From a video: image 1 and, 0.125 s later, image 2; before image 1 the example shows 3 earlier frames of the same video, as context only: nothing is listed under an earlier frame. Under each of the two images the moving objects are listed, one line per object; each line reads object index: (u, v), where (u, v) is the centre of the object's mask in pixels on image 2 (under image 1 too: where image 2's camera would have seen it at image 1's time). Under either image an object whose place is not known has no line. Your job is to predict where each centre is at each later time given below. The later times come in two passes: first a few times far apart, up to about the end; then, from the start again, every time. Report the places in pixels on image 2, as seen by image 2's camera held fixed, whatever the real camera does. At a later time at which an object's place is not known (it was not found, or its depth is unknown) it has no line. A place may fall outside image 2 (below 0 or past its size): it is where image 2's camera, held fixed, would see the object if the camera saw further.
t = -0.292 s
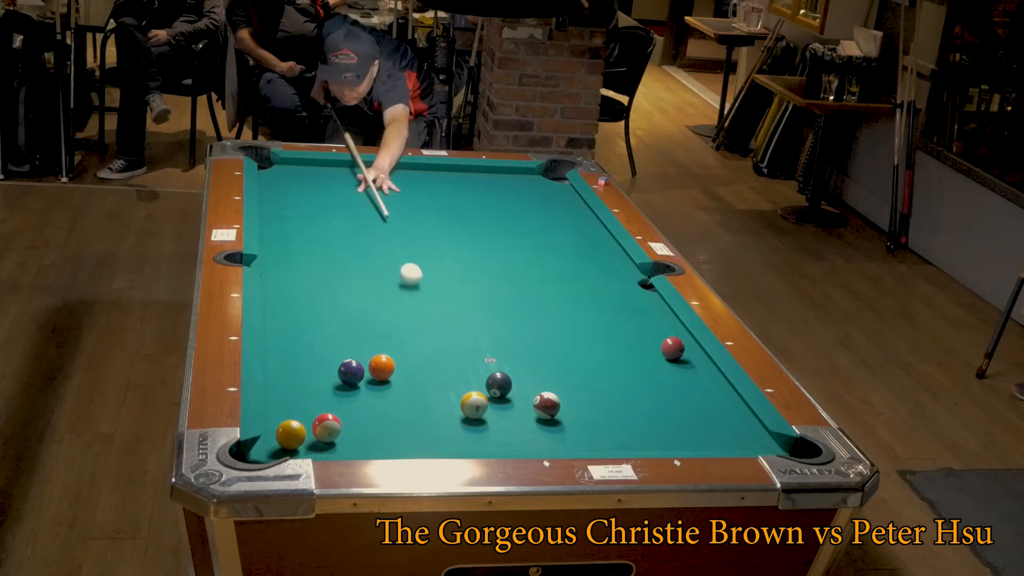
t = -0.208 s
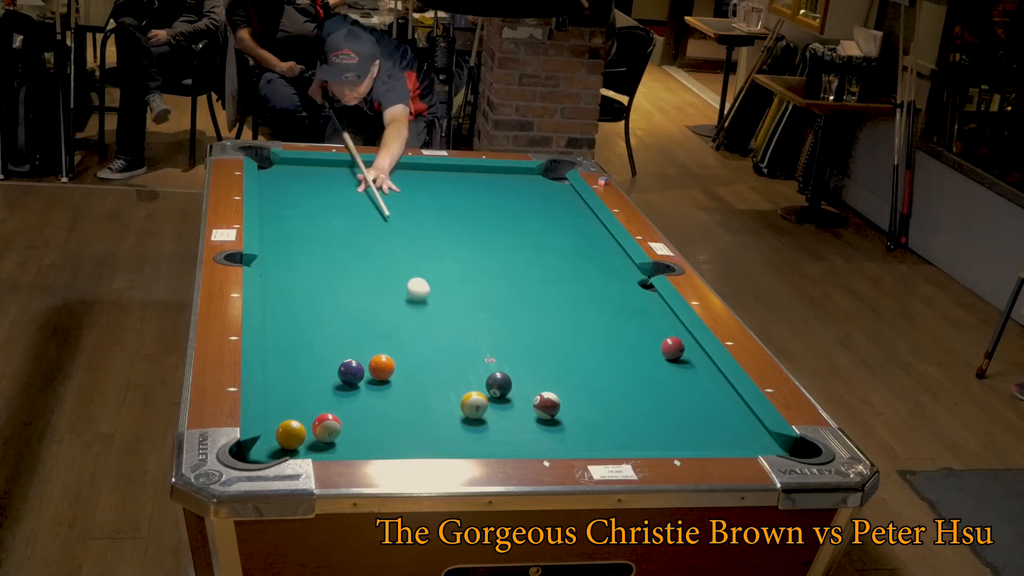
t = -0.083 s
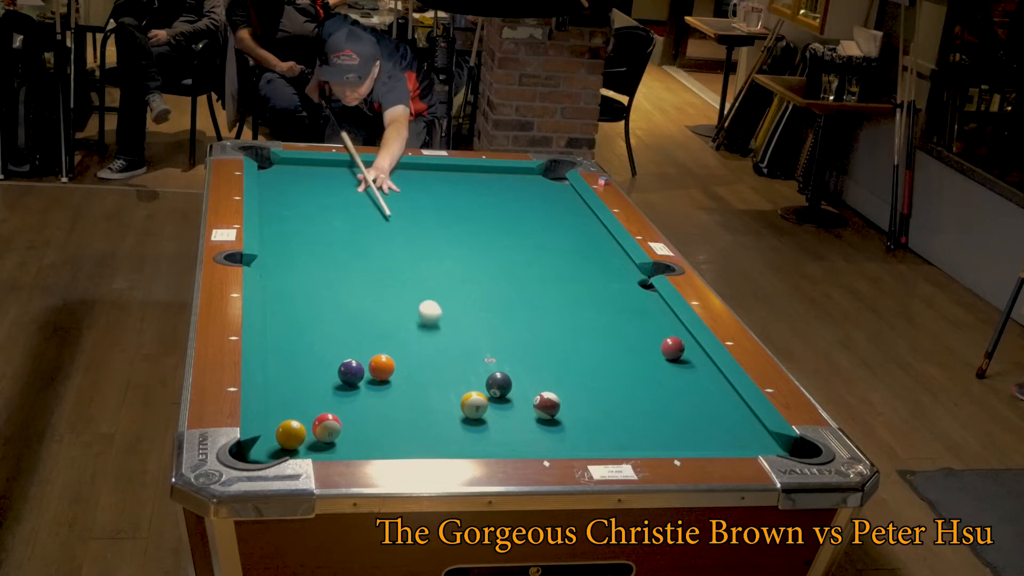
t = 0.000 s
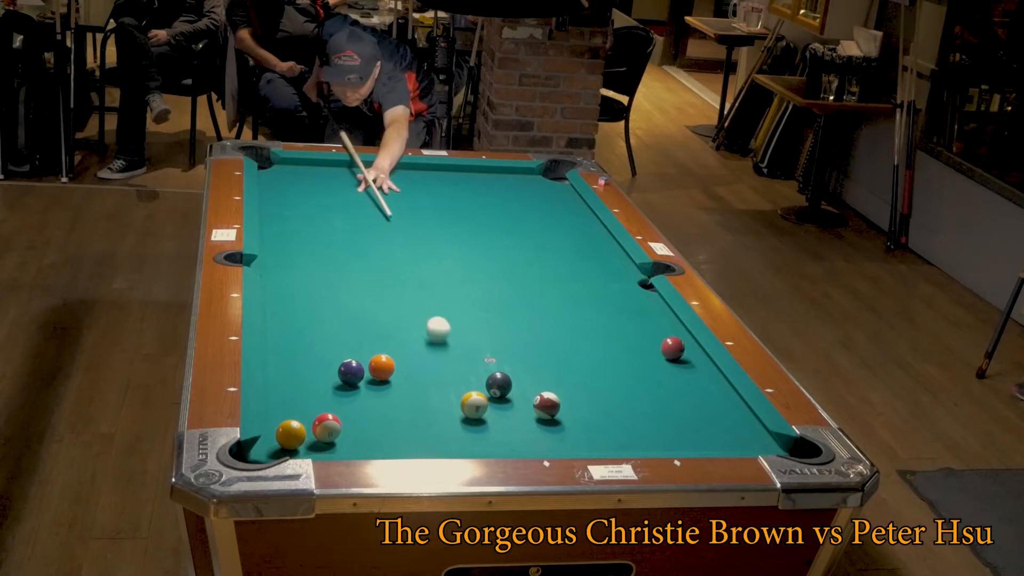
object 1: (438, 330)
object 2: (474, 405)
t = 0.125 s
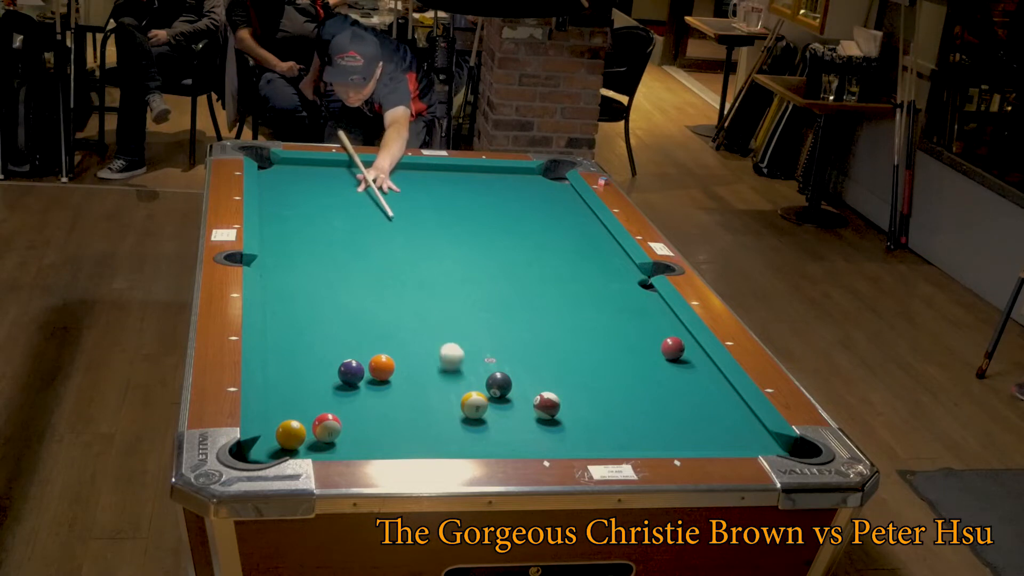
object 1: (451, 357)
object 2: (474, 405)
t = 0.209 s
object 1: (461, 377)
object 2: (473, 405)
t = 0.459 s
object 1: (479, 401)
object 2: (487, 441)
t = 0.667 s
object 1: (492, 412)
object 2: (481, 435)
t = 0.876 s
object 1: (513, 422)
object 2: (462, 423)
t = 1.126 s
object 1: (542, 427)
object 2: (436, 413)
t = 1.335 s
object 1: (565, 430)
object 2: (416, 405)
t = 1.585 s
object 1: (589, 434)
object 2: (393, 398)
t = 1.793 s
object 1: (608, 438)
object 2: (377, 391)
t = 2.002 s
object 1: (625, 439)
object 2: (361, 386)
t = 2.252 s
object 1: (642, 441)
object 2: (348, 383)
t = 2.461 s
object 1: (655, 442)
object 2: (339, 383)
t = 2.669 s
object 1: (666, 443)
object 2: (332, 382)
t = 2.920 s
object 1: (676, 444)
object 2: (327, 381)
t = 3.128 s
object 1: (682, 444)
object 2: (324, 380)
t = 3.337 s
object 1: (685, 444)
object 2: (324, 380)
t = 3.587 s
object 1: (684, 444)
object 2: (324, 380)
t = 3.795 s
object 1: (683, 444)
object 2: (324, 380)
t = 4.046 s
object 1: (683, 444)
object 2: (324, 380)
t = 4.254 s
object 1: (683, 444)
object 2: (324, 380)
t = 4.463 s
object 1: (683, 444)
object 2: (324, 380)
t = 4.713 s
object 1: (683, 444)
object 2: (324, 380)
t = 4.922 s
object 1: (683, 444)
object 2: (324, 380)
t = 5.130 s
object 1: (683, 444)
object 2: (324, 380)
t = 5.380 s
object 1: (683, 444)
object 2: (324, 380)
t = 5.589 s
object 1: (683, 444)
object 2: (324, 380)
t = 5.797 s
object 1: (683, 444)
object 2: (324, 380)
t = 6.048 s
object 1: (683, 444)
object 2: (324, 380)
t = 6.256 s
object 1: (683, 444)
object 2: (324, 380)
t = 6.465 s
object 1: (683, 444)
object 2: (324, 380)
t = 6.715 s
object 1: (683, 444)
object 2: (324, 380)
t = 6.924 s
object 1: (683, 444)
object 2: (324, 380)
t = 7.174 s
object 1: (683, 444)
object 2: (324, 380)
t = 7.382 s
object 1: (683, 444)
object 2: (324, 380)
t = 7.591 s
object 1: (683, 444)
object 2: (324, 380)
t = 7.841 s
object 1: (683, 444)
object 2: (324, 380)
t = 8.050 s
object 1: (683, 444)
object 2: (324, 380)
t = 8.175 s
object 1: (683, 444)
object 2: (324, 380)
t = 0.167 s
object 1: (456, 367)
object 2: (472, 405)
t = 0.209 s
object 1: (461, 377)
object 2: (473, 405)
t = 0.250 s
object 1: (465, 383)
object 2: (473, 405)
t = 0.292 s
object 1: (469, 389)
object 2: (474, 409)
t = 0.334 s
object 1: (471, 393)
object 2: (478, 419)
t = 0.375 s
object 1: (474, 396)
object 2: (481, 427)
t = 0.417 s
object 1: (477, 399)
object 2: (484, 436)
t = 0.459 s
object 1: (479, 401)
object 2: (487, 441)
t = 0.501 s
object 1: (482, 404)
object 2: (489, 445)
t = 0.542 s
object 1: (484, 406)
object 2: (487, 443)
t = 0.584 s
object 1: (487, 409)
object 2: (485, 441)
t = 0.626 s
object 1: (489, 411)
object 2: (483, 438)
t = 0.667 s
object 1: (492, 412)
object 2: (481, 435)
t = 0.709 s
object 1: (496, 414)
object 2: (480, 431)
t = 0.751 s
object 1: (500, 418)
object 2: (478, 428)
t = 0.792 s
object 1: (503, 420)
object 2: (472, 426)
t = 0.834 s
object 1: (508, 420)
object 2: (467, 424)
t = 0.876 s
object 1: (513, 422)
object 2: (462, 423)
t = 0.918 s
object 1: (518, 422)
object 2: (458, 421)
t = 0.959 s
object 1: (523, 423)
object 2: (453, 419)
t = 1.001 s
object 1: (528, 424)
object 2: (449, 417)
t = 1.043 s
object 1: (533, 425)
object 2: (444, 416)
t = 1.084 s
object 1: (538, 426)
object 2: (440, 414)
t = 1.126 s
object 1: (542, 427)
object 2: (436, 413)
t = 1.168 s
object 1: (547, 428)
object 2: (431, 411)
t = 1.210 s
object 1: (552, 428)
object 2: (428, 410)
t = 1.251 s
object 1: (556, 429)
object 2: (424, 408)
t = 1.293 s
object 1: (560, 430)
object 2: (420, 407)
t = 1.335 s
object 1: (565, 430)
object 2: (416, 405)
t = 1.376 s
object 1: (569, 431)
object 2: (412, 404)
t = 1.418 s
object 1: (573, 432)
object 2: (408, 402)
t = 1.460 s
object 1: (577, 432)
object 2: (404, 401)
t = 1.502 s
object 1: (581, 433)
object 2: (400, 400)
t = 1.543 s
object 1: (585, 434)
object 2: (397, 399)
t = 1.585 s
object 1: (589, 434)
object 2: (393, 398)
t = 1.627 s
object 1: (593, 435)
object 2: (390, 396)
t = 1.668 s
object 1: (597, 436)
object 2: (387, 395)
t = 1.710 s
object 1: (601, 436)
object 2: (383, 394)
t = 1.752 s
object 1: (604, 437)
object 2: (380, 392)
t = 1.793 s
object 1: (608, 438)
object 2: (377, 391)
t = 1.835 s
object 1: (612, 438)
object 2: (374, 390)
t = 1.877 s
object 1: (615, 438)
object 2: (370, 389)
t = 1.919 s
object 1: (618, 439)
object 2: (367, 388)
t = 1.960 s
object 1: (622, 439)
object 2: (364, 387)
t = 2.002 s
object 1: (625, 439)
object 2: (361, 386)
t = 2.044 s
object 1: (628, 439)
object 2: (357, 385)
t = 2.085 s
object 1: (631, 440)
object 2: (353, 384)
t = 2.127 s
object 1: (634, 440)
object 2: (351, 385)
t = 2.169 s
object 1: (636, 440)
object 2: (352, 384)
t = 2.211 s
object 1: (639, 441)
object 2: (350, 383)
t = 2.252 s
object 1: (642, 441)
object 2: (348, 383)
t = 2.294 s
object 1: (645, 441)
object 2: (346, 383)
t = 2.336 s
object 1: (647, 441)
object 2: (344, 383)
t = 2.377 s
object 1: (650, 441)
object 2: (342, 383)
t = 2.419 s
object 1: (652, 441)
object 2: (341, 383)
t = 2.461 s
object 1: (655, 442)
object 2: (339, 383)
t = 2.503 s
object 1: (657, 442)
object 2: (337, 382)
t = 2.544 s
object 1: (659, 442)
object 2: (336, 382)
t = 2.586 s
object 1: (661, 442)
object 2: (335, 382)
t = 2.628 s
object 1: (664, 443)
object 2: (333, 382)
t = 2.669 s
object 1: (666, 443)
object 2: (332, 382)
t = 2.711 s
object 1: (667, 443)
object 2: (331, 382)
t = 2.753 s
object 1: (670, 443)
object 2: (330, 382)
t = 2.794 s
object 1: (671, 443)
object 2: (329, 382)
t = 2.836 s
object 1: (673, 443)
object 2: (328, 381)
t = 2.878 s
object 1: (675, 443)
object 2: (327, 381)
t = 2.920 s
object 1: (676, 444)
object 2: (327, 381)
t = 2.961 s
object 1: (678, 444)
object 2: (326, 381)
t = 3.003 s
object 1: (679, 444)
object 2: (325, 381)
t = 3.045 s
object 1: (680, 444)
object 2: (325, 380)
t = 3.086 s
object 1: (682, 444)
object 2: (324, 380)
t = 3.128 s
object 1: (682, 444)
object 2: (324, 380)
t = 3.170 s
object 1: (683, 444)
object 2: (324, 380)
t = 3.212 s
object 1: (684, 444)
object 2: (324, 380)
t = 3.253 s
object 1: (684, 444)
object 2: (324, 380)
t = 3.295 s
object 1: (684, 444)
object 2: (324, 380)
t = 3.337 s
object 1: (685, 444)
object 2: (324, 380)
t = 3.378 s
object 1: (685, 444)
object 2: (324, 380)
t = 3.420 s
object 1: (685, 444)
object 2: (324, 380)
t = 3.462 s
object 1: (685, 444)
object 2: (324, 380)
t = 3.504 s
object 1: (684, 444)
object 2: (324, 380)
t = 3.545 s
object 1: (684, 444)
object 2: (324, 380)
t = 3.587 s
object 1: (684, 444)
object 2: (324, 380)
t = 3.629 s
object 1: (684, 444)
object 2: (324, 380)
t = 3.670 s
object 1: (684, 444)
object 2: (324, 380)
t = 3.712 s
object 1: (683, 444)
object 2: (324, 380)
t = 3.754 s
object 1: (683, 444)
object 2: (324, 380)
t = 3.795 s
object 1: (683, 444)
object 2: (324, 380)
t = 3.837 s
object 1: (683, 444)
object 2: (324, 380)
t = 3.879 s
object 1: (683, 444)
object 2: (324, 380)
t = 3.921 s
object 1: (683, 444)
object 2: (324, 380)
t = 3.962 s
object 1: (683, 444)
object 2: (324, 380)
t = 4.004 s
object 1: (683, 444)
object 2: (324, 380)
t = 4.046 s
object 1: (683, 444)
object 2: (324, 380)
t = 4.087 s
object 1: (683, 444)
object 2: (324, 380)
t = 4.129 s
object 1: (683, 444)
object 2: (324, 380)
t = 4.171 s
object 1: (683, 444)
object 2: (324, 380)
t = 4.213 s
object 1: (683, 444)
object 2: (324, 380)
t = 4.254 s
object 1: (683, 444)
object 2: (324, 380)
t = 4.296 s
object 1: (683, 444)
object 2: (324, 380)
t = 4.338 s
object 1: (683, 444)
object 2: (324, 380)
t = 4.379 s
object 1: (683, 444)
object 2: (324, 380)
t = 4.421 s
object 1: (683, 444)
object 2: (324, 380)
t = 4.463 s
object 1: (683, 444)
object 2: (324, 380)
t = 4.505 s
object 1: (683, 444)
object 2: (324, 380)
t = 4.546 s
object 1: (683, 444)
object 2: (324, 380)
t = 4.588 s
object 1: (683, 444)
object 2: (324, 380)
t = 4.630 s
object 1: (683, 444)
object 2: (324, 380)
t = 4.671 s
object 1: (683, 444)
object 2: (324, 380)
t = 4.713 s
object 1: (683, 444)
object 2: (324, 380)
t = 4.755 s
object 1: (683, 444)
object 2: (324, 380)
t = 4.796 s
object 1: (683, 444)
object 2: (324, 380)
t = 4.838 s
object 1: (683, 444)
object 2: (324, 380)
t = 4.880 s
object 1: (683, 444)
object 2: (324, 380)
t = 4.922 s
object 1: (683, 444)
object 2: (324, 380)
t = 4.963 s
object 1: (683, 444)
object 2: (324, 380)
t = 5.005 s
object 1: (683, 444)
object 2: (324, 380)
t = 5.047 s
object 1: (683, 444)
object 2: (324, 380)
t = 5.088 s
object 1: (683, 444)
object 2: (324, 380)
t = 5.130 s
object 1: (683, 444)
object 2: (324, 380)
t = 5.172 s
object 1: (683, 444)
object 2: (324, 380)
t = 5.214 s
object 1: (683, 444)
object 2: (324, 380)
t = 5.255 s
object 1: (683, 444)
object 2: (324, 380)
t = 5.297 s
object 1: (683, 444)
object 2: (324, 380)
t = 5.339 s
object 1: (683, 444)
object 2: (324, 380)
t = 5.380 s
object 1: (683, 444)
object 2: (324, 380)
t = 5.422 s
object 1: (683, 444)
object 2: (324, 380)
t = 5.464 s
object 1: (683, 444)
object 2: (324, 380)
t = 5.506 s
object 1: (683, 444)
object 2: (324, 380)
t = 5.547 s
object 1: (683, 444)
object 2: (324, 380)
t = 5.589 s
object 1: (683, 444)
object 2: (324, 380)
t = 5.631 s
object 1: (683, 444)
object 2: (324, 380)
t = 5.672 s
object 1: (683, 444)
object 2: (324, 380)
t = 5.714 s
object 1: (683, 444)
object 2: (324, 380)
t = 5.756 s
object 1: (683, 444)
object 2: (324, 380)
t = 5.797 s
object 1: (683, 444)
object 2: (324, 380)
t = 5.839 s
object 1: (683, 444)
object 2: (324, 380)
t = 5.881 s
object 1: (683, 444)
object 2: (324, 380)
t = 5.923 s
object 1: (683, 444)
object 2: (324, 380)
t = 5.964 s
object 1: (683, 444)
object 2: (324, 380)
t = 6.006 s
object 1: (683, 444)
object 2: (324, 380)
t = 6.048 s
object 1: (683, 444)
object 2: (324, 380)
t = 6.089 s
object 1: (683, 444)
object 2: (324, 380)
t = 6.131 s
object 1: (683, 444)
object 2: (324, 380)
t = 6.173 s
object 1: (683, 444)
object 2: (324, 380)
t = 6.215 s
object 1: (683, 444)
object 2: (324, 380)
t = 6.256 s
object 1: (683, 444)
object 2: (324, 380)
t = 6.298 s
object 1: (683, 444)
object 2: (324, 380)
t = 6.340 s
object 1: (683, 444)
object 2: (324, 380)
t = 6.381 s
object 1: (683, 444)
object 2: (324, 380)
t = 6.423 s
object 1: (683, 444)
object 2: (324, 380)
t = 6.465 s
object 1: (683, 444)
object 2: (324, 380)
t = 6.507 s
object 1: (683, 444)
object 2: (324, 380)
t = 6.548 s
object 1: (683, 444)
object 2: (324, 380)
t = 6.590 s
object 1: (683, 444)
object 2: (324, 380)
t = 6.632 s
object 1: (683, 444)
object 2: (324, 380)
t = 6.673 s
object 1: (683, 444)
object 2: (324, 380)
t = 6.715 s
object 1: (683, 444)
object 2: (324, 380)
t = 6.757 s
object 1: (683, 444)
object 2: (324, 380)
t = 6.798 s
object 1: (683, 444)
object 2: (324, 380)
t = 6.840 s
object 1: (683, 444)
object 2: (324, 380)
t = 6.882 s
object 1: (683, 444)
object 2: (324, 380)
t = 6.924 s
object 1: (683, 444)
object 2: (324, 380)
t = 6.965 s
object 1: (683, 444)
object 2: (324, 380)
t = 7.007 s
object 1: (683, 444)
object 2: (324, 380)
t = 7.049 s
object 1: (683, 444)
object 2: (324, 380)
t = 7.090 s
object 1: (683, 444)
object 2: (324, 380)
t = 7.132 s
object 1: (683, 444)
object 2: (324, 380)
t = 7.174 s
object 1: (683, 444)
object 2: (324, 380)
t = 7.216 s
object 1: (683, 444)
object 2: (324, 380)
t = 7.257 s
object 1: (683, 444)
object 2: (324, 380)
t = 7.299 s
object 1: (683, 444)
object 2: (324, 380)
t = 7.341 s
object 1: (683, 444)
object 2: (324, 380)
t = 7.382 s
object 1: (683, 444)
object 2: (324, 380)
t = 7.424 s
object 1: (683, 444)
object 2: (324, 380)
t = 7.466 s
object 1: (683, 444)
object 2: (324, 380)
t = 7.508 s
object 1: (683, 444)
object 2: (324, 380)
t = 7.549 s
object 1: (683, 444)
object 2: (324, 380)
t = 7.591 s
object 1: (683, 444)
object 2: (324, 380)
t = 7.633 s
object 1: (683, 444)
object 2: (324, 380)
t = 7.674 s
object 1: (683, 444)
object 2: (324, 380)
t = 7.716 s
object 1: (683, 444)
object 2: (324, 380)
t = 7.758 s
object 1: (683, 444)
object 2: (324, 380)
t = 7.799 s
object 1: (683, 444)
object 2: (324, 380)
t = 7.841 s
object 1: (683, 444)
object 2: (324, 380)
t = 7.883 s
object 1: (683, 444)
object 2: (324, 380)
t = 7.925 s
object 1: (683, 444)
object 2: (324, 380)
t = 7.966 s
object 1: (683, 444)
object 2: (324, 380)
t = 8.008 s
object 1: (683, 444)
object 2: (324, 380)
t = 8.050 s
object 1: (683, 444)
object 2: (324, 380)
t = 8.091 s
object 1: (683, 444)
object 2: (324, 380)
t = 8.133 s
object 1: (683, 444)
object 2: (324, 380)
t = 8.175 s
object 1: (683, 444)
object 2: (324, 380)
